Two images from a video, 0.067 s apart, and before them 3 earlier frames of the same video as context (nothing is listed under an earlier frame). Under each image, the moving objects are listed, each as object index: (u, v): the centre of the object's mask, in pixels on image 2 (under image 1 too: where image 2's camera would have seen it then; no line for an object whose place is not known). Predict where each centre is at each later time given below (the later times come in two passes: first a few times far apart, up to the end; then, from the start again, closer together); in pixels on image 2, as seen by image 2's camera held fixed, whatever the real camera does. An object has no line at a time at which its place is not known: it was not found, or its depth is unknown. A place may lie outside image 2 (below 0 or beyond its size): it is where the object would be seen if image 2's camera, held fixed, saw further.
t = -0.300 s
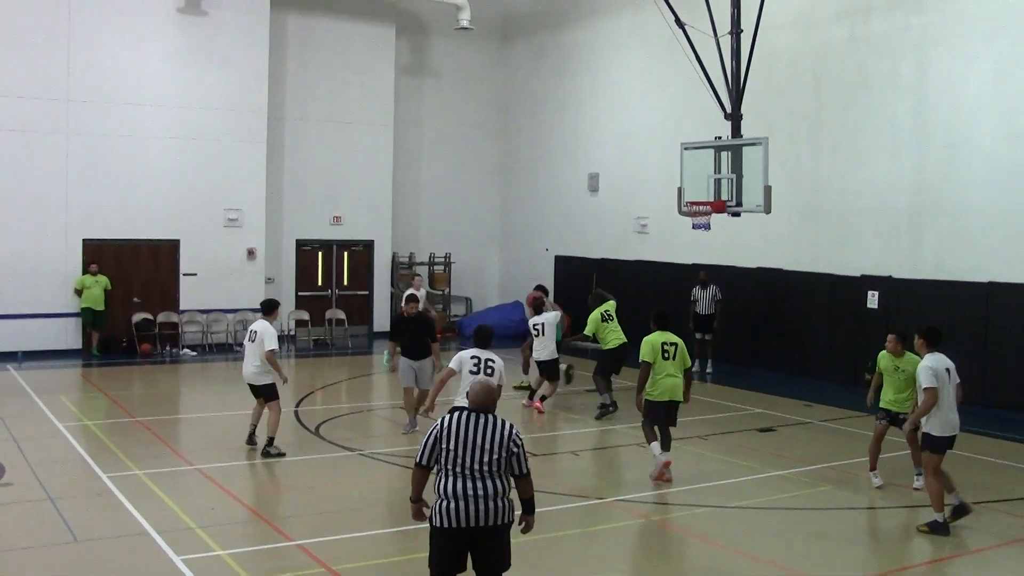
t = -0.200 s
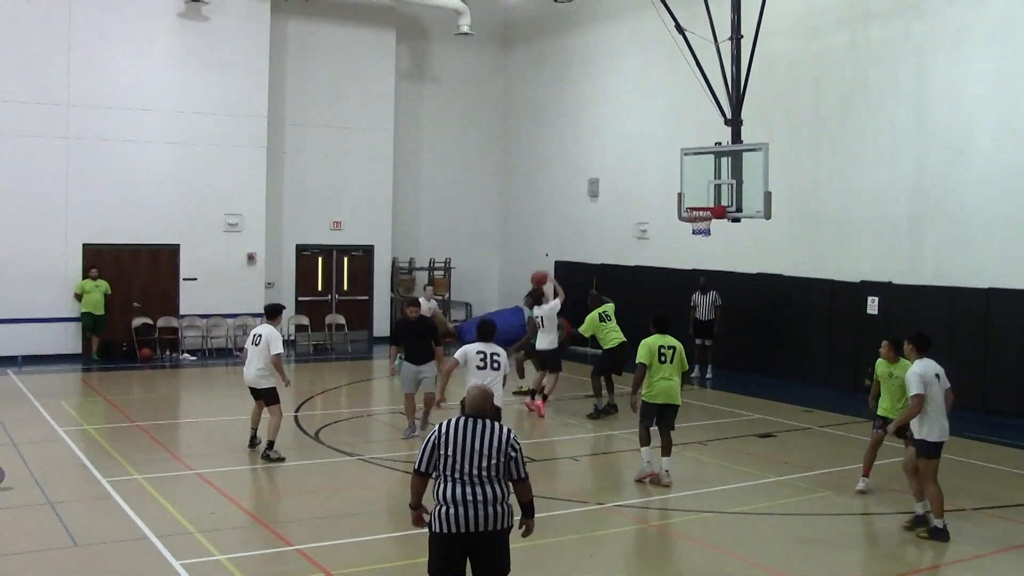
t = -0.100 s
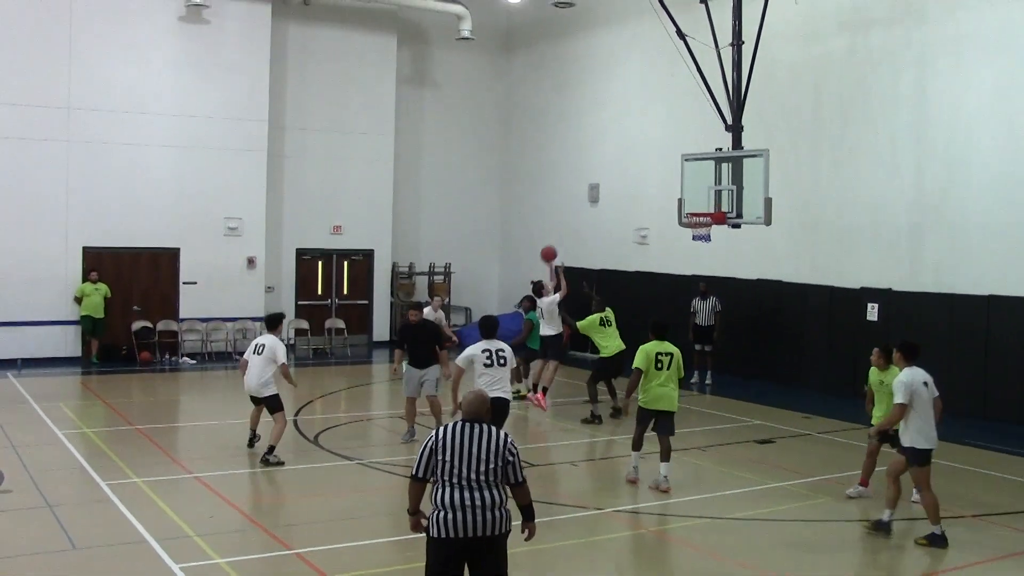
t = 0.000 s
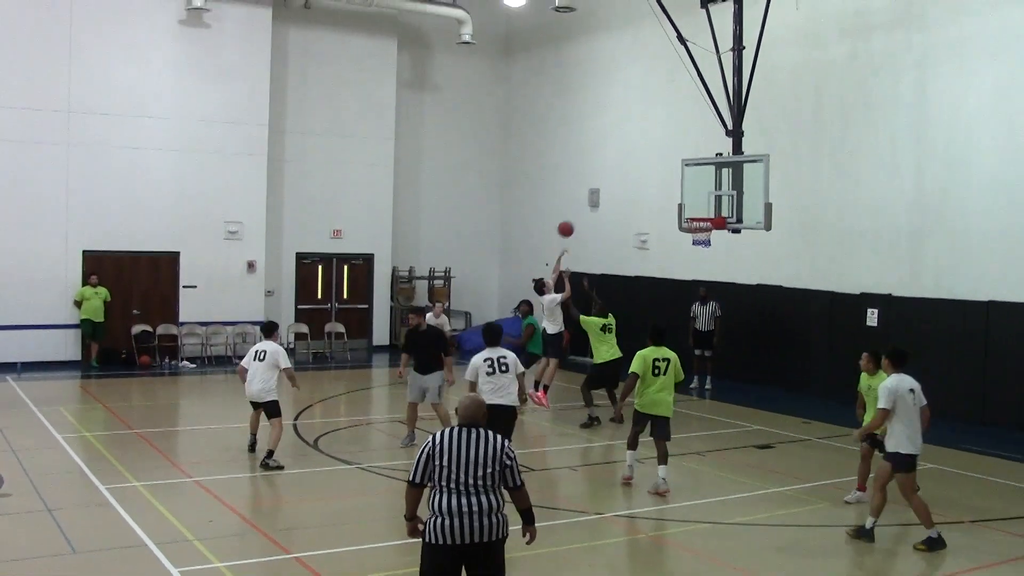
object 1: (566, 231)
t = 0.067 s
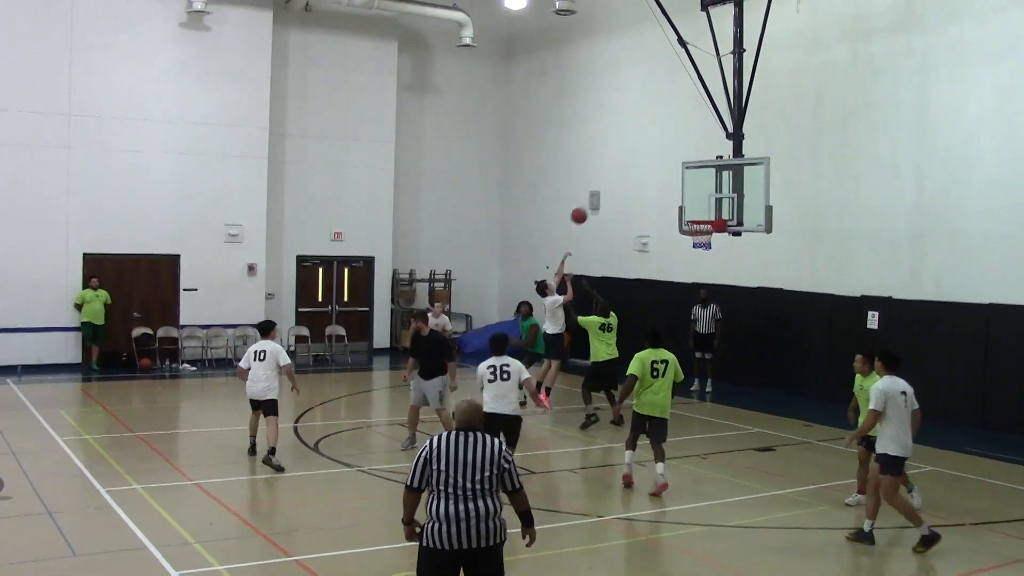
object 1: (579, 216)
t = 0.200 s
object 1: (604, 193)
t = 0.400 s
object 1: (640, 183)
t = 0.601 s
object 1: (675, 197)
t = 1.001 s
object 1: (702, 215)
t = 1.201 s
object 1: (699, 218)
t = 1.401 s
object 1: (706, 232)
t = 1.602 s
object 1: (704, 254)
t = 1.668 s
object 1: (703, 265)
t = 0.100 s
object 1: (590, 205)
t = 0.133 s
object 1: (592, 201)
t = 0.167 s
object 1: (597, 199)
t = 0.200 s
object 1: (604, 193)
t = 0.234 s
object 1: (610, 189)
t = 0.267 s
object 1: (616, 186)
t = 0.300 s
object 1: (622, 184)
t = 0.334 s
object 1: (628, 183)
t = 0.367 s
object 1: (634, 182)
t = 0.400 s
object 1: (640, 183)
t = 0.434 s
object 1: (645, 183)
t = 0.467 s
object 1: (651, 185)
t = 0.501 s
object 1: (657, 186)
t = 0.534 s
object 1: (663, 189)
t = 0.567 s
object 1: (669, 193)
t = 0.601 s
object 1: (675, 197)
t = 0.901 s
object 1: (711, 217)
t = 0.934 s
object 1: (709, 217)
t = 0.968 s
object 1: (705, 216)
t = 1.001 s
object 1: (702, 215)
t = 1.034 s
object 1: (698, 215)
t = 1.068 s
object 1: (695, 217)
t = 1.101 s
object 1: (695, 217)
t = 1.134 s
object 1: (697, 217)
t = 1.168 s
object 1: (698, 217)
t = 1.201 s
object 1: (699, 218)
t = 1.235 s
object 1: (701, 221)
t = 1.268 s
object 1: (702, 223)
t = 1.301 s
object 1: (703, 227)
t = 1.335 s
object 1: (705, 230)
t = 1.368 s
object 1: (706, 231)
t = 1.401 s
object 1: (706, 232)
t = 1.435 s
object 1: (706, 233)
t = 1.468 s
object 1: (706, 237)
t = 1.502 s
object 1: (706, 241)
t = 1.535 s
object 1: (706, 246)
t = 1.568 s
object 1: (705, 250)
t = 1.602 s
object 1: (704, 254)
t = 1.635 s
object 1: (704, 258)
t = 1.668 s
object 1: (703, 265)
